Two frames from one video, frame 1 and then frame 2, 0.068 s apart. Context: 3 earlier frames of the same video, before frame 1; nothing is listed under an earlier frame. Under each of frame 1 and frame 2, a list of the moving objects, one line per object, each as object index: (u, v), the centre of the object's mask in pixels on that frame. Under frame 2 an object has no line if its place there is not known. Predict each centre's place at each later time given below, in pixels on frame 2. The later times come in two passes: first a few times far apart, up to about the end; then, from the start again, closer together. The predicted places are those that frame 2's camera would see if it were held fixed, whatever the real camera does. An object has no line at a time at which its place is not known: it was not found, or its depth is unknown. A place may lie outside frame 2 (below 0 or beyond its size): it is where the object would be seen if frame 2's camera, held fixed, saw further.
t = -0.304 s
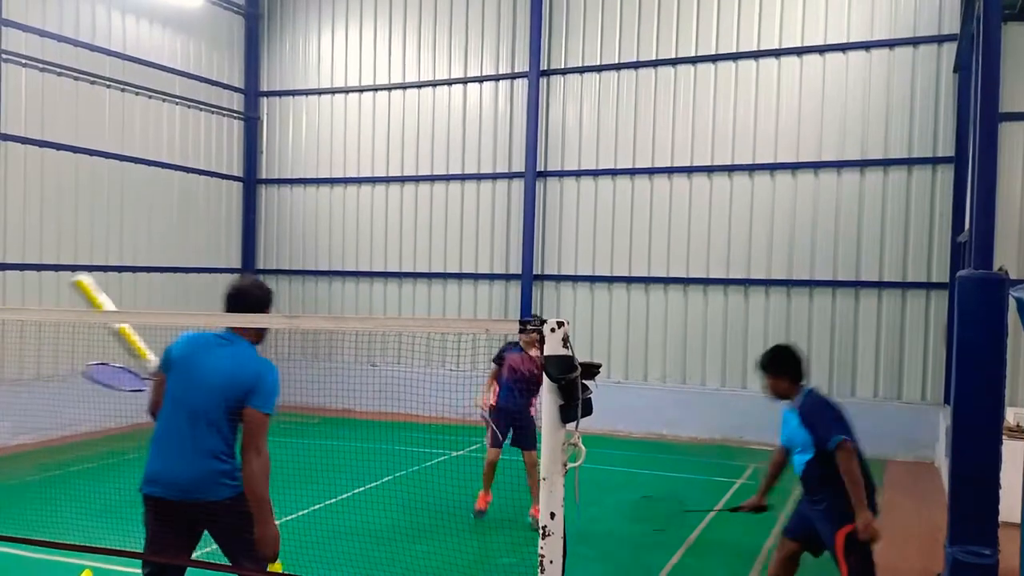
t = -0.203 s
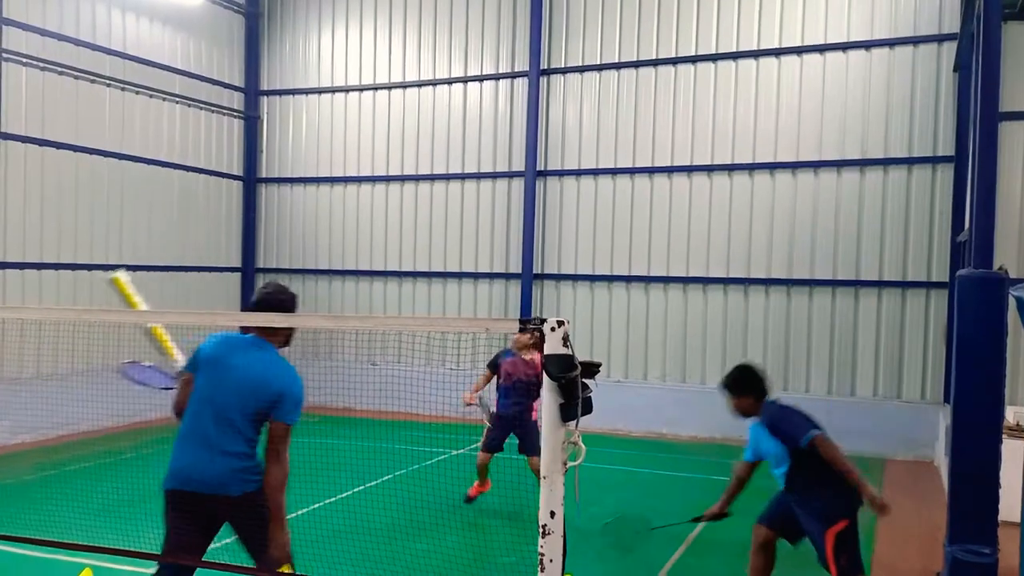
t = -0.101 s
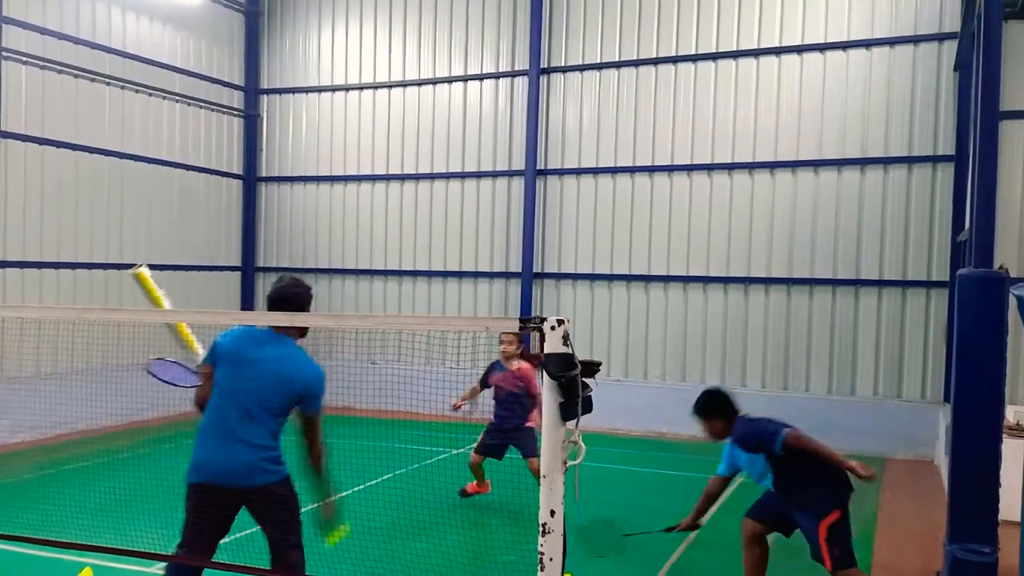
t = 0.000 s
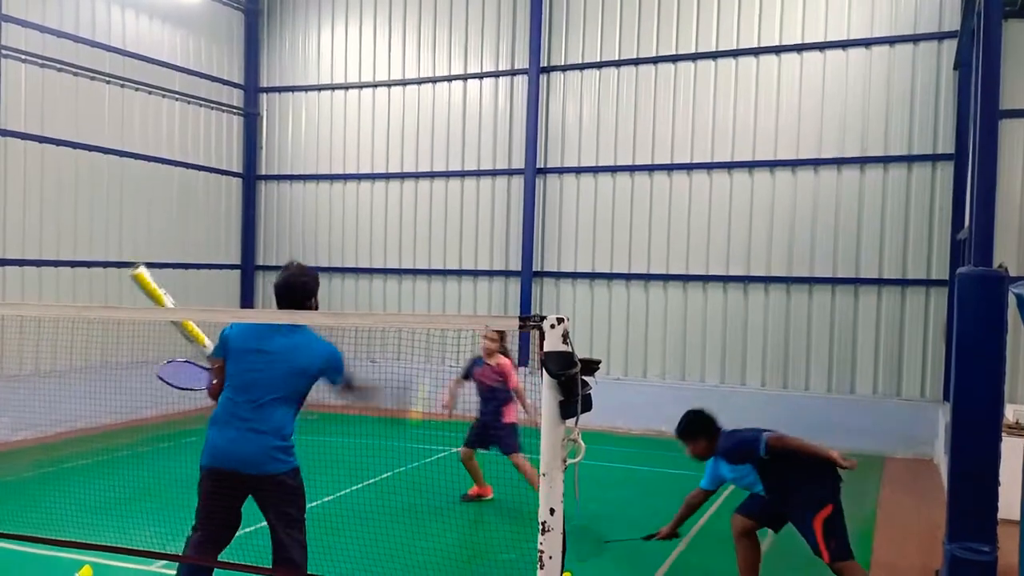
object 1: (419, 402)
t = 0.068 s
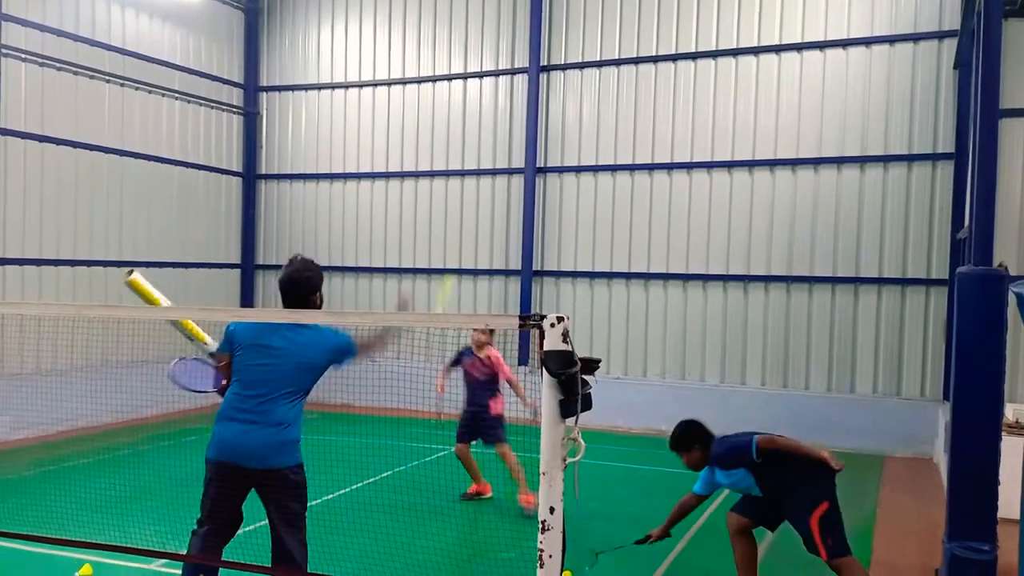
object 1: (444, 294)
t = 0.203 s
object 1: (505, 164)
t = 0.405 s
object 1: (558, 65)
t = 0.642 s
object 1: (603, 52)
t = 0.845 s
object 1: (630, 104)
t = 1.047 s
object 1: (649, 200)
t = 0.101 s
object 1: (458, 258)
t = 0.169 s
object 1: (492, 191)
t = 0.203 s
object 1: (505, 164)
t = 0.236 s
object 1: (514, 141)
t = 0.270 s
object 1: (525, 119)
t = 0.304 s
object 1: (532, 102)
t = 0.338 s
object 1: (541, 88)
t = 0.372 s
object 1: (551, 74)
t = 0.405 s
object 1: (558, 65)
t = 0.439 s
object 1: (566, 58)
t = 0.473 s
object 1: (572, 54)
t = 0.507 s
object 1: (581, 49)
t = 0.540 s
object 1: (585, 48)
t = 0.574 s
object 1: (590, 48)
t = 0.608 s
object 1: (598, 50)
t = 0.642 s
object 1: (603, 52)
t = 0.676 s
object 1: (608, 57)
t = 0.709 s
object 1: (613, 63)
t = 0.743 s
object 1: (617, 71)
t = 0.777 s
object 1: (622, 81)
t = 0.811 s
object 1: (626, 91)
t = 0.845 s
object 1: (630, 104)
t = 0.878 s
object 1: (634, 117)
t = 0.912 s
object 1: (638, 133)
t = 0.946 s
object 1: (641, 148)
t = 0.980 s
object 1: (644, 165)
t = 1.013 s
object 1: (647, 179)
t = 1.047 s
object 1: (649, 200)
